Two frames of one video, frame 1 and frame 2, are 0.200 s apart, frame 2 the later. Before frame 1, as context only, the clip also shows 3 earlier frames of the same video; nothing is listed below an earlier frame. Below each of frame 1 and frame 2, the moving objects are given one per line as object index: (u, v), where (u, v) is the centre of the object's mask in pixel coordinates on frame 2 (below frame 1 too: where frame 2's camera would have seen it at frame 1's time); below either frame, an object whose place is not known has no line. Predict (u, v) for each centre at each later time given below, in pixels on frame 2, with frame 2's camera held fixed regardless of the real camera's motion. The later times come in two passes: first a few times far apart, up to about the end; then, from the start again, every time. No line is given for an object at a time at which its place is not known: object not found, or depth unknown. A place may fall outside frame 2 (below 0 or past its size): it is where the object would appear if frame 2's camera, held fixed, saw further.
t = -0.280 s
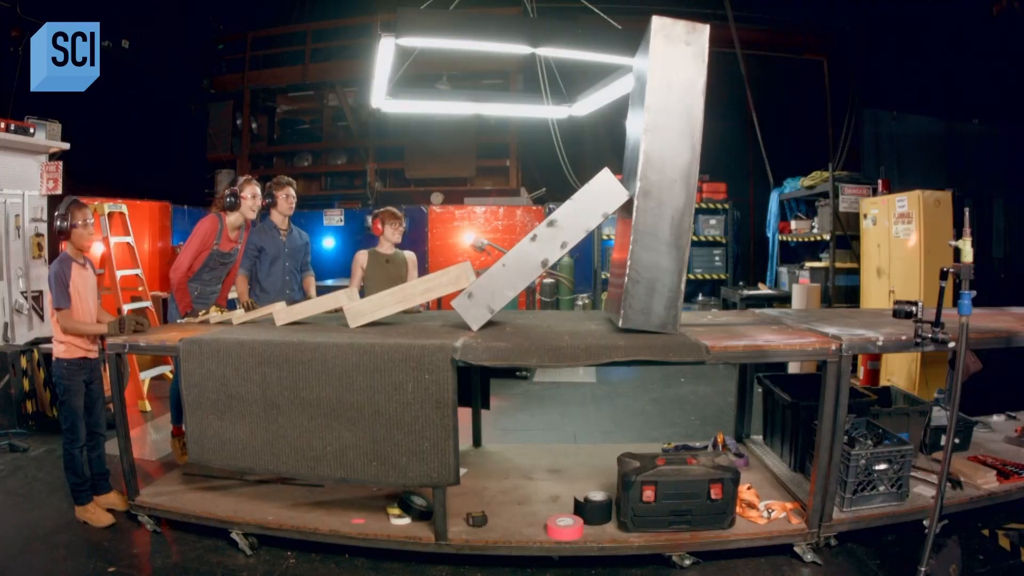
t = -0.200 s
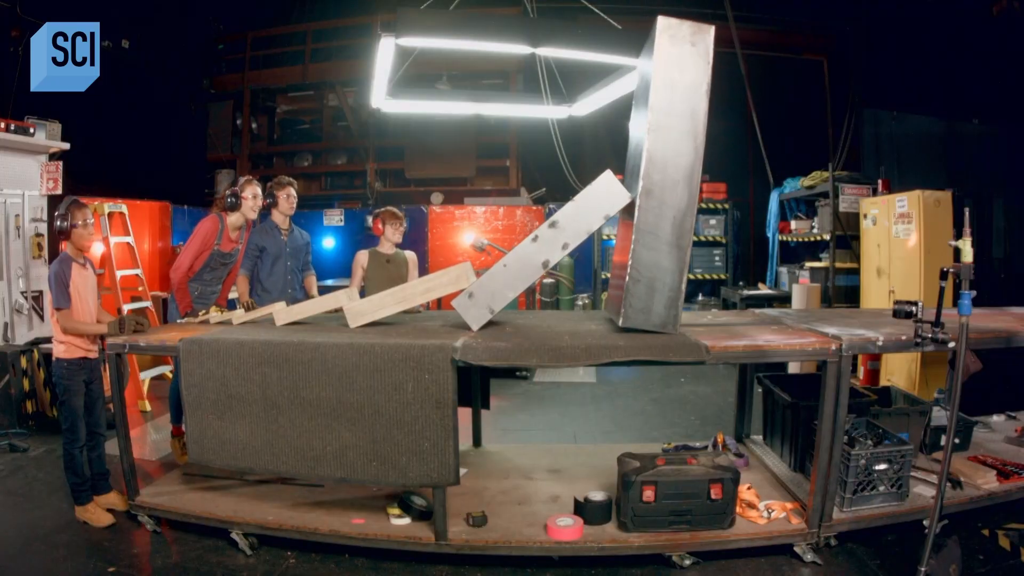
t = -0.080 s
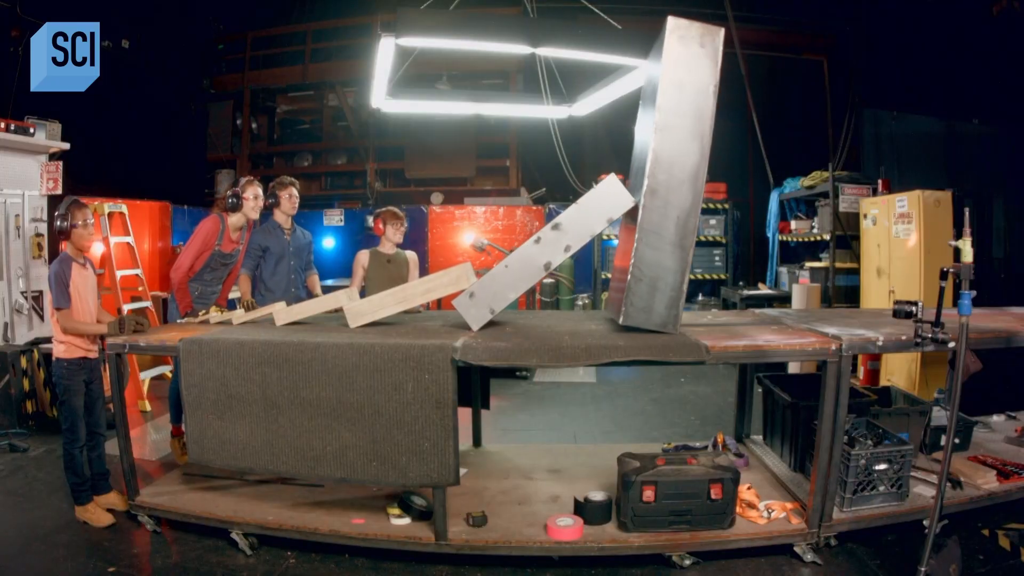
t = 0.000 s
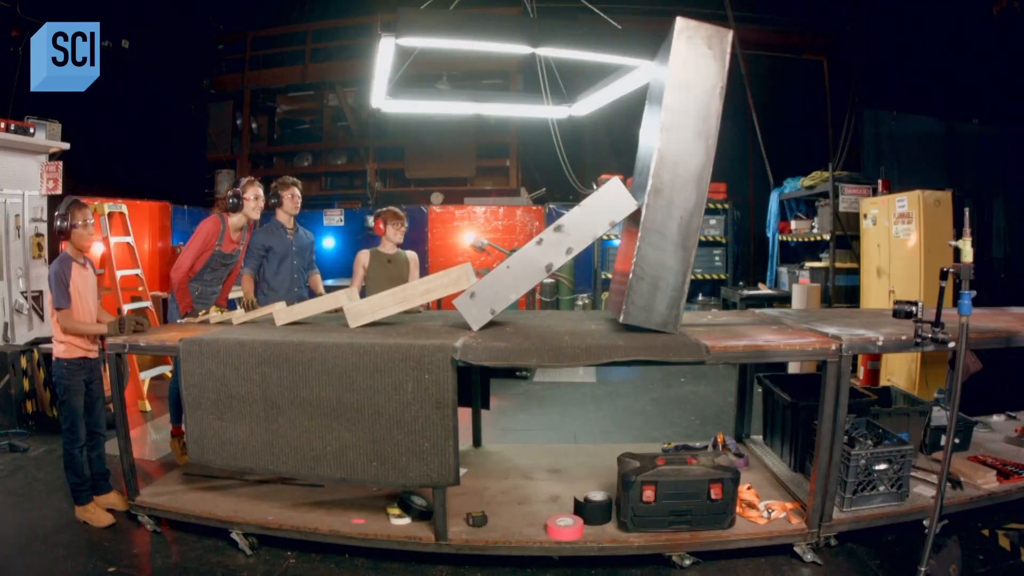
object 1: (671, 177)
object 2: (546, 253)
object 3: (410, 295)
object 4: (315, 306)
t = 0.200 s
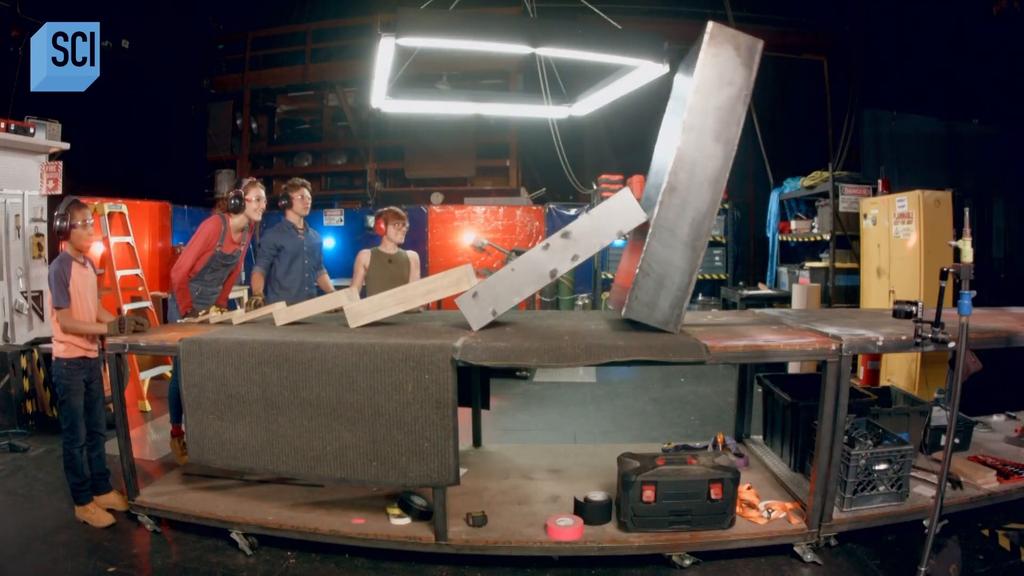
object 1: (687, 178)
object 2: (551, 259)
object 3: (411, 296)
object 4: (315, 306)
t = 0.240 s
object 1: (692, 178)
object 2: (552, 260)
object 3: (411, 296)
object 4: (315, 306)
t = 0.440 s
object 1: (723, 186)
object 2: (559, 269)
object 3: (411, 296)
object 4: (315, 306)
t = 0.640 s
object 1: (768, 221)
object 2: (566, 277)
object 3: (411, 297)
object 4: (316, 306)
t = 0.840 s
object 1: (788, 300)
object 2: (569, 284)
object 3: (411, 297)
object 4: (315, 306)
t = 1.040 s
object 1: (804, 282)
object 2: (576, 307)
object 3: (412, 303)
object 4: (316, 305)
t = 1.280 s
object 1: (796, 296)
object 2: (576, 308)
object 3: (411, 313)
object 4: (310, 317)
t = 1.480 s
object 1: (795, 298)
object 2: (576, 308)
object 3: (411, 314)
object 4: (310, 317)
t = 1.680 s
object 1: (795, 298)
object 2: (576, 308)
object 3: (411, 314)
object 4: (310, 317)
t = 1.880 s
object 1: (795, 298)
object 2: (576, 308)
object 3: (411, 314)
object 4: (310, 317)
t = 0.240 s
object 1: (692, 178)
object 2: (552, 260)
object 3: (411, 296)
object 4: (315, 306)
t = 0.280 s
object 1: (697, 179)
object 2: (554, 262)
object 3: (411, 296)
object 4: (315, 306)
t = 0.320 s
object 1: (702, 180)
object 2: (555, 263)
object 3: (411, 296)
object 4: (315, 306)
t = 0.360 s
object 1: (708, 182)
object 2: (556, 265)
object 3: (411, 296)
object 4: (315, 306)
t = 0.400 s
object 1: (715, 184)
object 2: (558, 267)
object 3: (411, 296)
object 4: (315, 306)
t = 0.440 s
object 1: (723, 186)
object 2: (559, 269)
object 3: (411, 296)
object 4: (315, 306)
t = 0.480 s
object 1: (731, 190)
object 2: (561, 270)
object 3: (411, 297)
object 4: (315, 306)
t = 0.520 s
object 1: (740, 195)
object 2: (562, 272)
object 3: (411, 297)
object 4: (315, 306)
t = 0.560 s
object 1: (749, 202)
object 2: (563, 274)
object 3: (411, 297)
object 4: (316, 306)
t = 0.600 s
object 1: (759, 210)
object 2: (565, 276)
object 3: (411, 297)
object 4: (315, 306)
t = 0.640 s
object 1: (768, 221)
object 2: (566, 277)
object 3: (411, 297)
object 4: (316, 306)
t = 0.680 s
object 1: (775, 235)
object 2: (566, 279)
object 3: (411, 297)
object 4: (316, 306)
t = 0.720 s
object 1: (782, 251)
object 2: (566, 280)
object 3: (411, 297)
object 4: (316, 306)
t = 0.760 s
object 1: (786, 270)
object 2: (567, 280)
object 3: (411, 297)
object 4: (316, 306)
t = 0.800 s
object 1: (790, 290)
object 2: (567, 281)
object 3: (411, 297)
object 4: (316, 306)
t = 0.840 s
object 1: (788, 300)
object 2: (569, 284)
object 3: (411, 297)
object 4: (315, 306)
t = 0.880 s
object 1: (797, 293)
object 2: (571, 288)
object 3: (412, 297)
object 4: (316, 306)
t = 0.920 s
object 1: (804, 287)
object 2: (574, 296)
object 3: (412, 297)
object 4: (316, 306)
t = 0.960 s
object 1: (806, 283)
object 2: (577, 305)
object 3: (412, 297)
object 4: (316, 306)
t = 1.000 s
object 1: (805, 282)
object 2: (576, 308)
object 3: (412, 299)
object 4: (316, 305)
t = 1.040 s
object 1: (804, 282)
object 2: (576, 307)
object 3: (412, 303)
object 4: (316, 305)
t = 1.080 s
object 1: (802, 285)
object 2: (575, 308)
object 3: (413, 309)
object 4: (316, 306)
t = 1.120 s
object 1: (800, 290)
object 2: (576, 308)
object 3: (411, 311)
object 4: (314, 309)
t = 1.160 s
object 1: (796, 297)
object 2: (576, 308)
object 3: (411, 313)
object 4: (310, 312)
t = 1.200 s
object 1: (794, 298)
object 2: (576, 308)
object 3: (411, 313)
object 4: (311, 316)
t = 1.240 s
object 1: (797, 296)
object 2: (576, 308)
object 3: (411, 313)
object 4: (310, 316)
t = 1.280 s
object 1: (796, 296)
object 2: (576, 308)
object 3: (411, 313)
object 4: (310, 317)
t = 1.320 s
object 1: (795, 297)
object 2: (576, 308)
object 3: (411, 313)
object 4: (310, 317)
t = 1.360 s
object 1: (795, 298)
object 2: (576, 308)
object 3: (411, 313)
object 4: (310, 317)
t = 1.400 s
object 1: (794, 298)
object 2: (576, 308)
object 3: (411, 314)
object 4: (310, 317)
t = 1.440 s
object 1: (795, 298)
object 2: (576, 308)
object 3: (411, 314)
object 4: (310, 317)
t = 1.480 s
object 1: (795, 298)
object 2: (576, 308)
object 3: (411, 314)
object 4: (310, 317)
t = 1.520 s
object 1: (795, 298)
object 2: (576, 308)
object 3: (411, 314)
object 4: (310, 317)
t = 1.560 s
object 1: (795, 298)
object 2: (576, 308)
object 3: (411, 314)
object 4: (310, 317)
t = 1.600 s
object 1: (795, 298)
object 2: (576, 308)
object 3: (411, 314)
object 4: (310, 317)
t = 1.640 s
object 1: (795, 298)
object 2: (575, 308)
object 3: (411, 314)
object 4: (310, 317)
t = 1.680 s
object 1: (795, 298)
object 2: (576, 308)
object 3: (411, 314)
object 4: (310, 317)
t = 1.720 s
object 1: (795, 298)
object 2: (576, 308)
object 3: (411, 314)
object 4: (310, 317)
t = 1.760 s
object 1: (795, 298)
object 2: (576, 308)
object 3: (411, 314)
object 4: (310, 317)
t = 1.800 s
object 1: (795, 298)
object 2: (576, 308)
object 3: (411, 314)
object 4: (310, 317)
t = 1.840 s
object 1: (795, 298)
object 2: (576, 308)
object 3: (411, 314)
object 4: (310, 317)
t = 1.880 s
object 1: (795, 298)
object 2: (576, 308)
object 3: (411, 314)
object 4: (310, 317)
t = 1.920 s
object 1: (795, 298)
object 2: (576, 308)
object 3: (411, 314)
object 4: (310, 317)
